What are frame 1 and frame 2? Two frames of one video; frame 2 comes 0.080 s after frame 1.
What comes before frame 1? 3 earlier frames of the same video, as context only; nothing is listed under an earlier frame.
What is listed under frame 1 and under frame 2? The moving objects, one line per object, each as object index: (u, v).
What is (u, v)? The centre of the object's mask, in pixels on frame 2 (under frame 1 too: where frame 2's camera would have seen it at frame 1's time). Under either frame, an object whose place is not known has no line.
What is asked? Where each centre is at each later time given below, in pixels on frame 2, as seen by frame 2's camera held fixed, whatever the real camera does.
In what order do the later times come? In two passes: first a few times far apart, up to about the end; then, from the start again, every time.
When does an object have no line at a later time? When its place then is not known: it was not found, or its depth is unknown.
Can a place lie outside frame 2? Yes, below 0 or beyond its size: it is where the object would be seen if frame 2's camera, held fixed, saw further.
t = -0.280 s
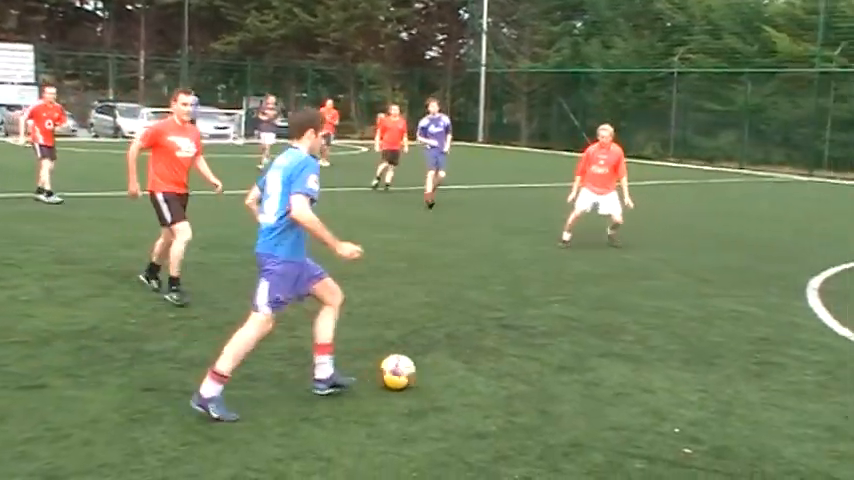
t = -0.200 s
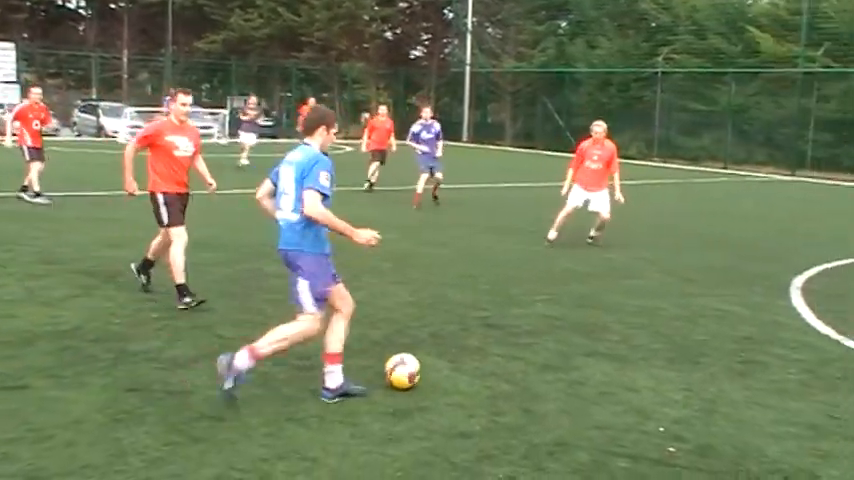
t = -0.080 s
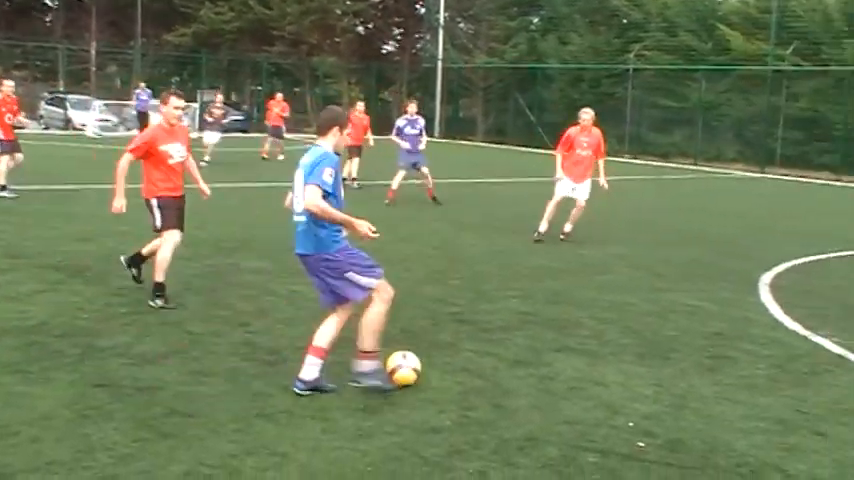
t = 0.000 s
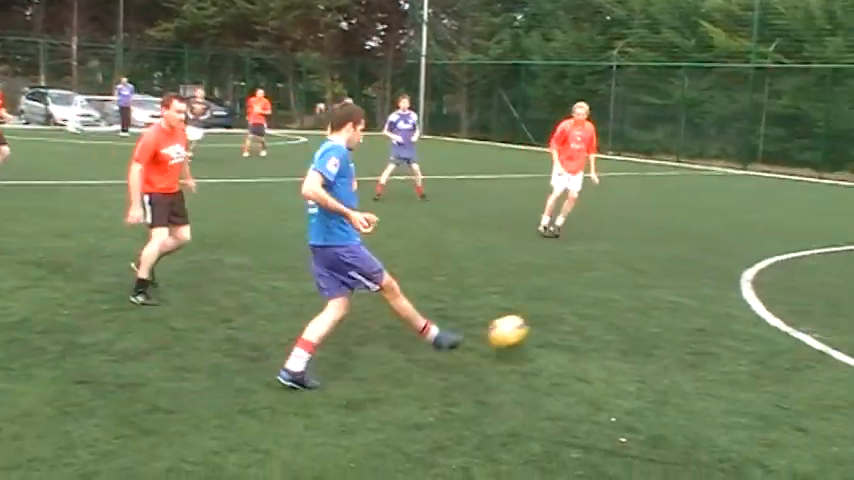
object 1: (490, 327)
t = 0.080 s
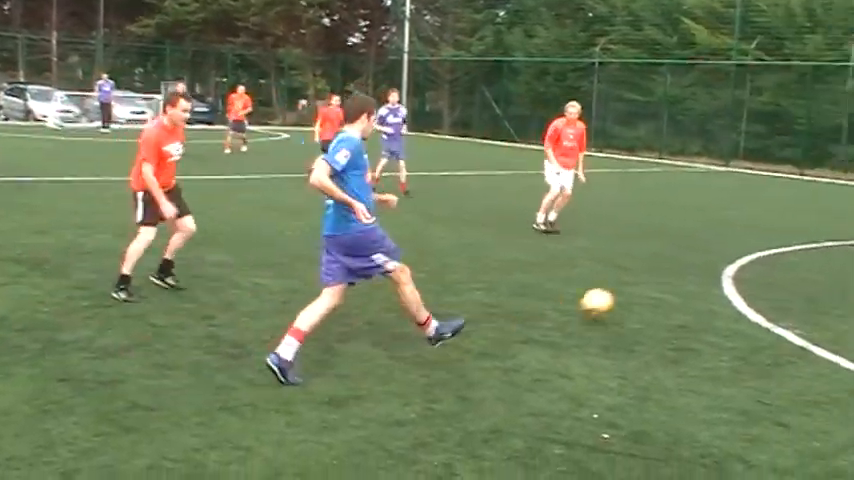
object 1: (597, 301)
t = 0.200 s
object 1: (704, 282)
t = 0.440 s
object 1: (821, 250)
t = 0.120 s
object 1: (638, 294)
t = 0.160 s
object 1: (674, 289)
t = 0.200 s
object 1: (704, 282)
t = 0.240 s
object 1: (730, 270)
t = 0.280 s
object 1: (752, 261)
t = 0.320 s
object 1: (773, 255)
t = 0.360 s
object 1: (791, 252)
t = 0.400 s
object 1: (806, 251)
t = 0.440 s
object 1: (821, 250)
